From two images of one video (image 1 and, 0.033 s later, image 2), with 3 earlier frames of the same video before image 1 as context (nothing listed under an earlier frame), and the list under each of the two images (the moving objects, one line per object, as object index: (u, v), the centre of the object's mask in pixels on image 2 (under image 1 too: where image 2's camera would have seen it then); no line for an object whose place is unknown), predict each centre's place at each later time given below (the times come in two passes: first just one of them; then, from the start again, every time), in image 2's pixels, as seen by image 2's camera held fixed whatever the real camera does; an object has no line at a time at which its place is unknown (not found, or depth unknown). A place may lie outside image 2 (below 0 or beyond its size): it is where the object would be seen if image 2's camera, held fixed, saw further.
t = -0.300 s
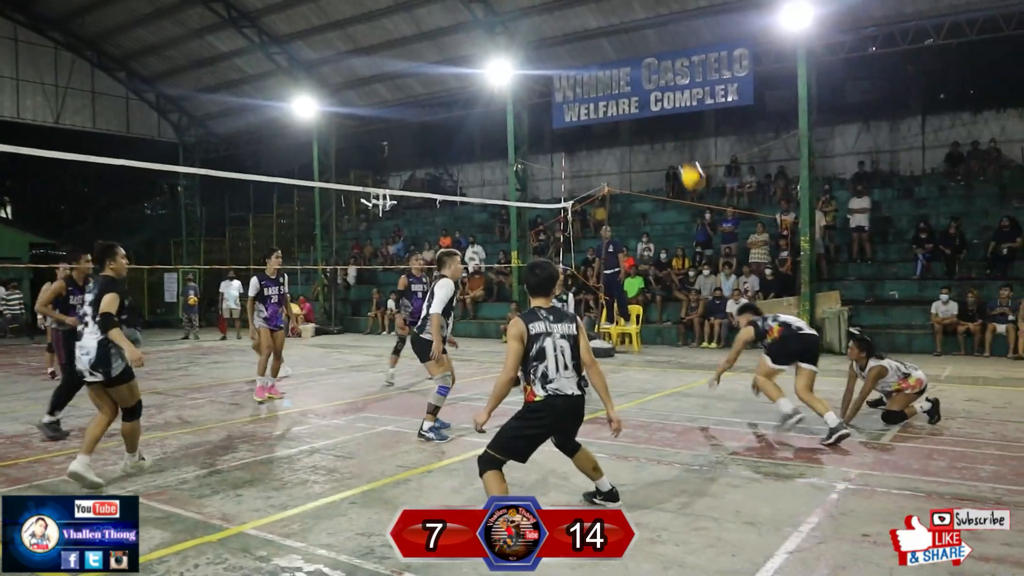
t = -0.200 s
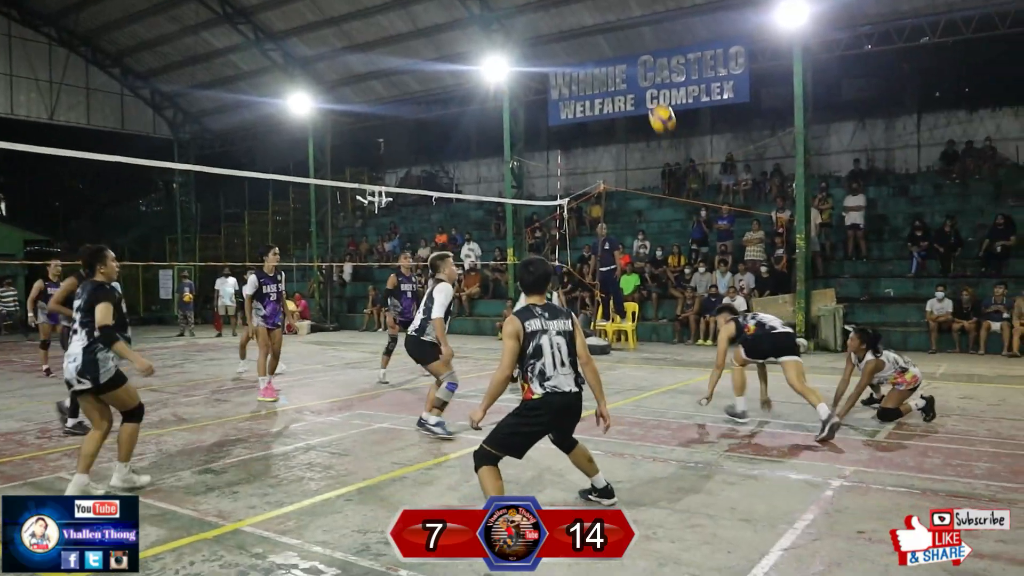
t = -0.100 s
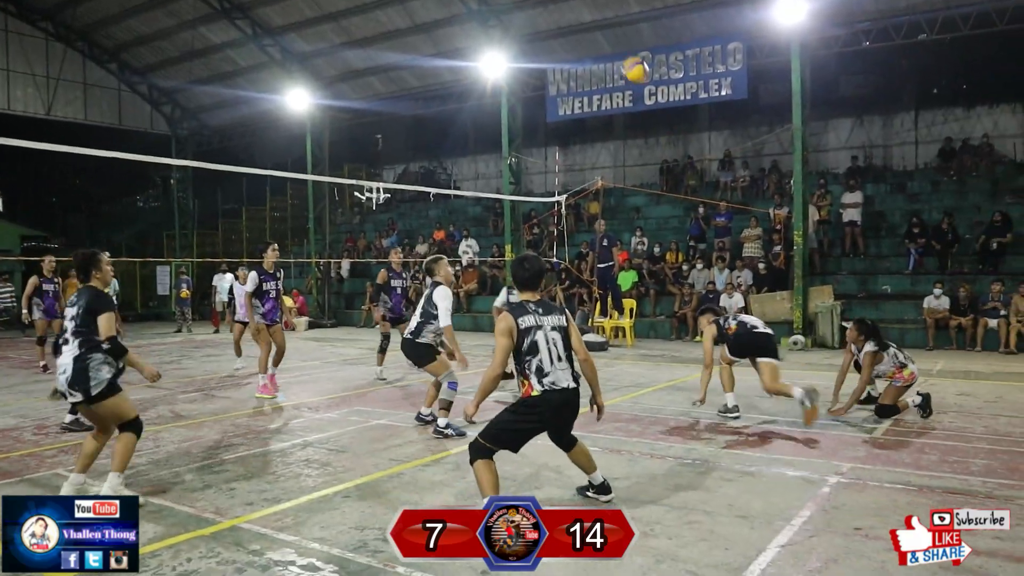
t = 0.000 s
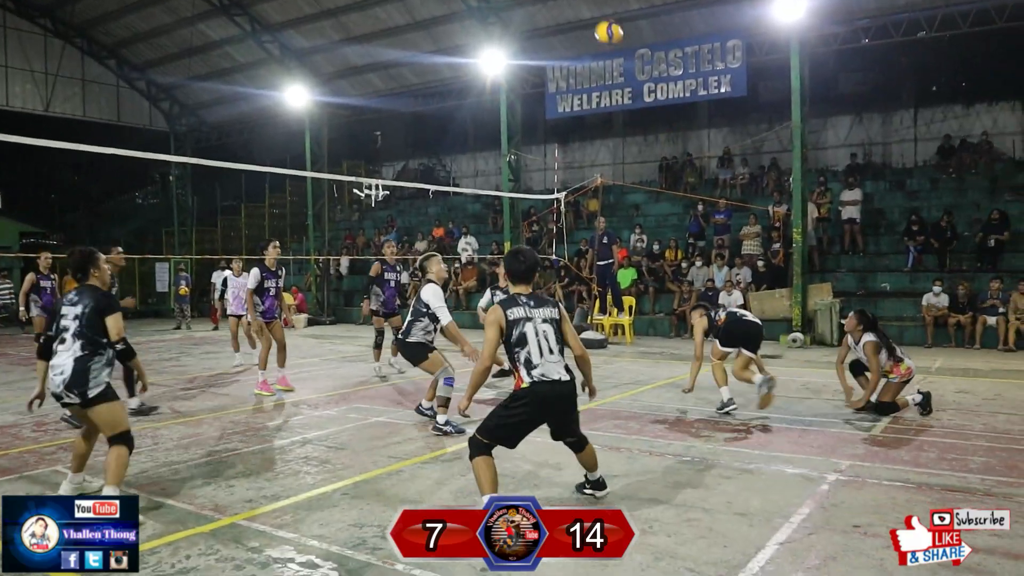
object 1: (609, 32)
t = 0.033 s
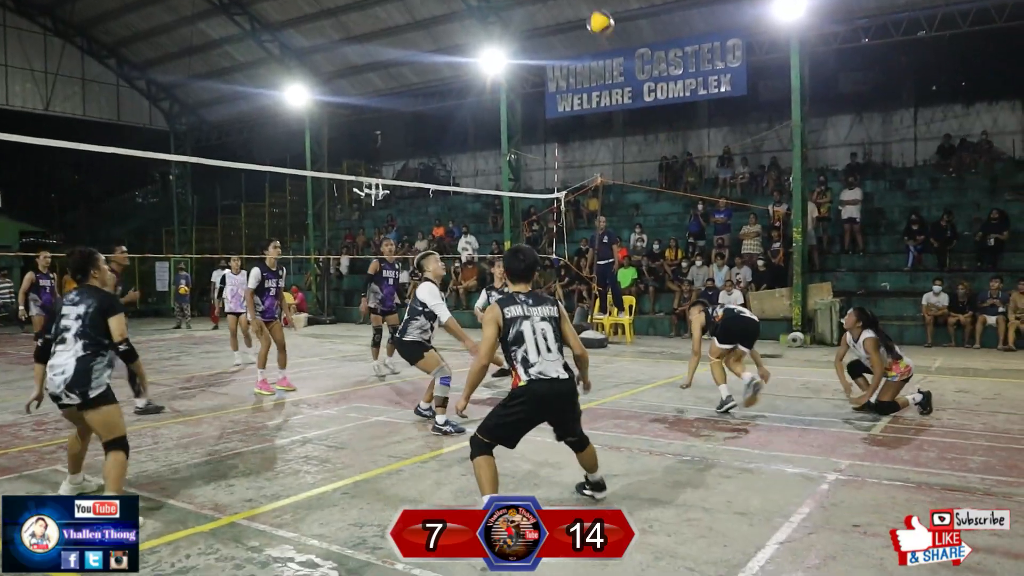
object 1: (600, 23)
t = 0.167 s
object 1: (566, 6)
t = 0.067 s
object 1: (591, 14)
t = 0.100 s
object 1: (583, 10)
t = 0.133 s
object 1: (575, 7)
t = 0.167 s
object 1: (566, 6)
